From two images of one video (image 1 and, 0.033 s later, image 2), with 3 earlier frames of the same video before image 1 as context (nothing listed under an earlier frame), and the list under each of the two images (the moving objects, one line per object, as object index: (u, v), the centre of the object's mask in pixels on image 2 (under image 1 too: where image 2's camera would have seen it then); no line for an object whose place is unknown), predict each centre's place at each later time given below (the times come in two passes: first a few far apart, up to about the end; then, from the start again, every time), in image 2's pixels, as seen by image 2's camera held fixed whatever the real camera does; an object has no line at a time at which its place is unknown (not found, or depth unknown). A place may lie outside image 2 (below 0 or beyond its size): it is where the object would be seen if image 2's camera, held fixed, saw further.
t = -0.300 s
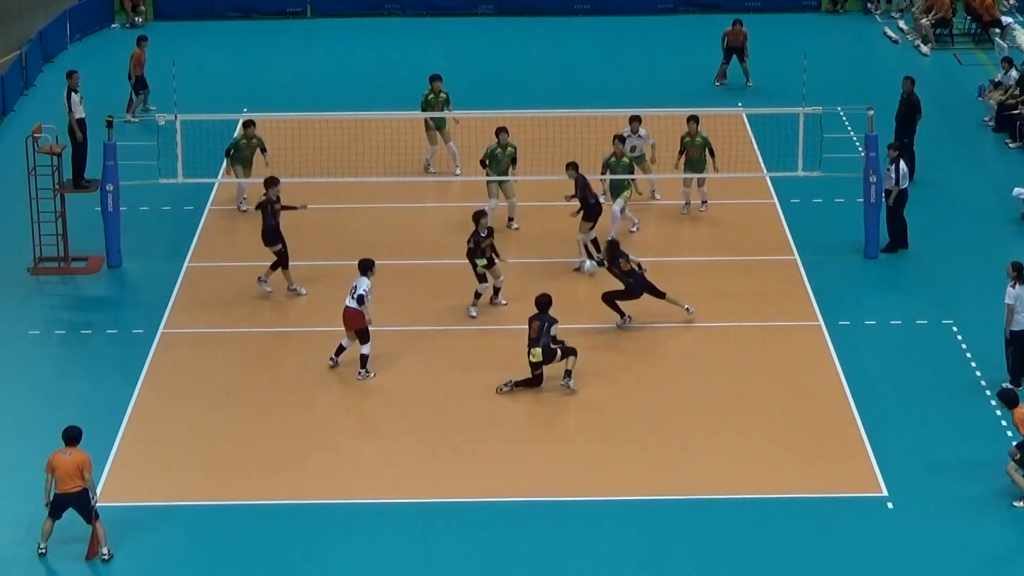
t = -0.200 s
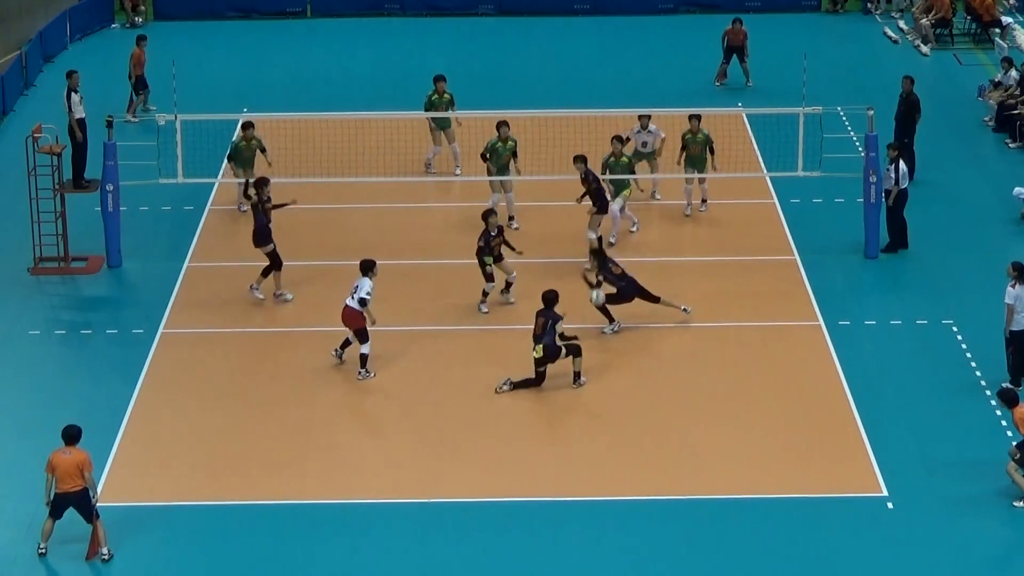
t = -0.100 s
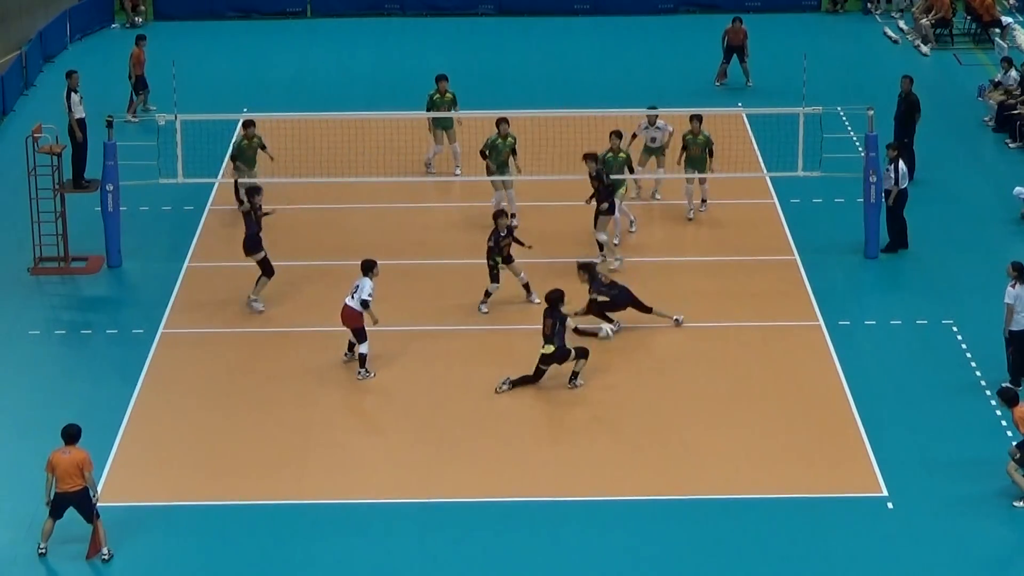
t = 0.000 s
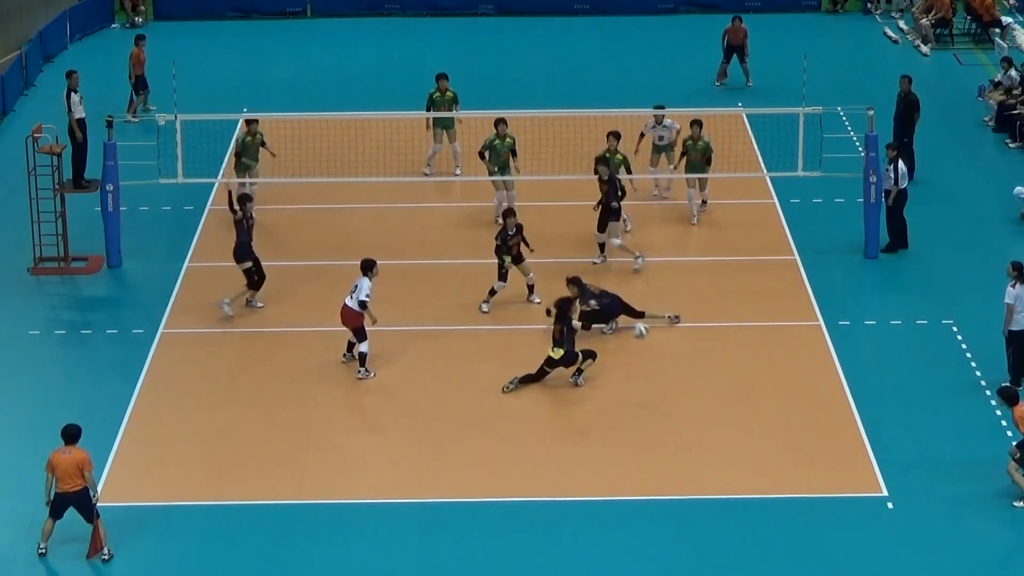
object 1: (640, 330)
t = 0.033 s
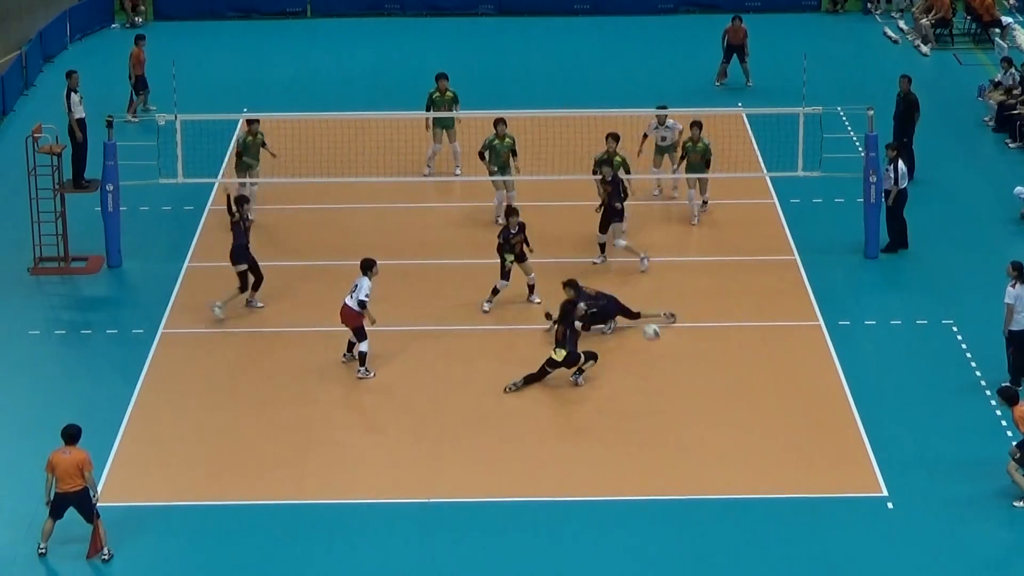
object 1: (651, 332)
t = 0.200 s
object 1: (711, 356)
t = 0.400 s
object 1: (782, 417)
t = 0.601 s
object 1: (856, 517)
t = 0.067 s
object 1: (664, 334)
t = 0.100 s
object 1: (675, 338)
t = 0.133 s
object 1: (687, 343)
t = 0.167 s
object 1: (699, 349)
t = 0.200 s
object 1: (711, 356)
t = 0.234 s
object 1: (722, 363)
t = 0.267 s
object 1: (735, 372)
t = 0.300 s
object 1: (746, 382)
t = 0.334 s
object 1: (758, 392)
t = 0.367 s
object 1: (771, 404)
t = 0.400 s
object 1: (782, 417)
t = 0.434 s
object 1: (795, 431)
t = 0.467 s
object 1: (808, 446)
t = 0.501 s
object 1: (819, 462)
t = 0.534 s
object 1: (832, 479)
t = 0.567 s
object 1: (844, 496)
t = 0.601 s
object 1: (856, 517)
